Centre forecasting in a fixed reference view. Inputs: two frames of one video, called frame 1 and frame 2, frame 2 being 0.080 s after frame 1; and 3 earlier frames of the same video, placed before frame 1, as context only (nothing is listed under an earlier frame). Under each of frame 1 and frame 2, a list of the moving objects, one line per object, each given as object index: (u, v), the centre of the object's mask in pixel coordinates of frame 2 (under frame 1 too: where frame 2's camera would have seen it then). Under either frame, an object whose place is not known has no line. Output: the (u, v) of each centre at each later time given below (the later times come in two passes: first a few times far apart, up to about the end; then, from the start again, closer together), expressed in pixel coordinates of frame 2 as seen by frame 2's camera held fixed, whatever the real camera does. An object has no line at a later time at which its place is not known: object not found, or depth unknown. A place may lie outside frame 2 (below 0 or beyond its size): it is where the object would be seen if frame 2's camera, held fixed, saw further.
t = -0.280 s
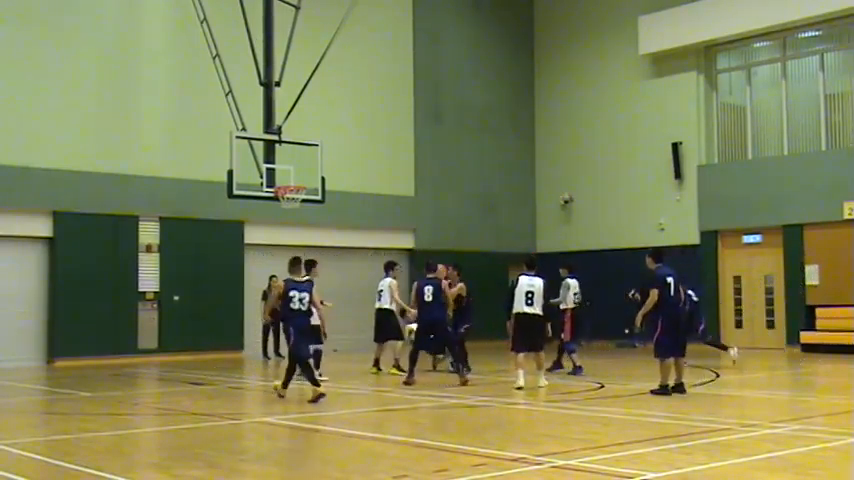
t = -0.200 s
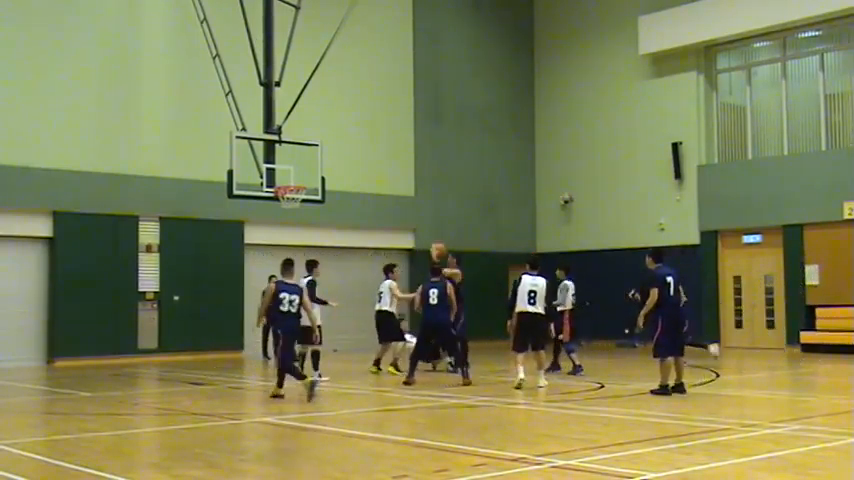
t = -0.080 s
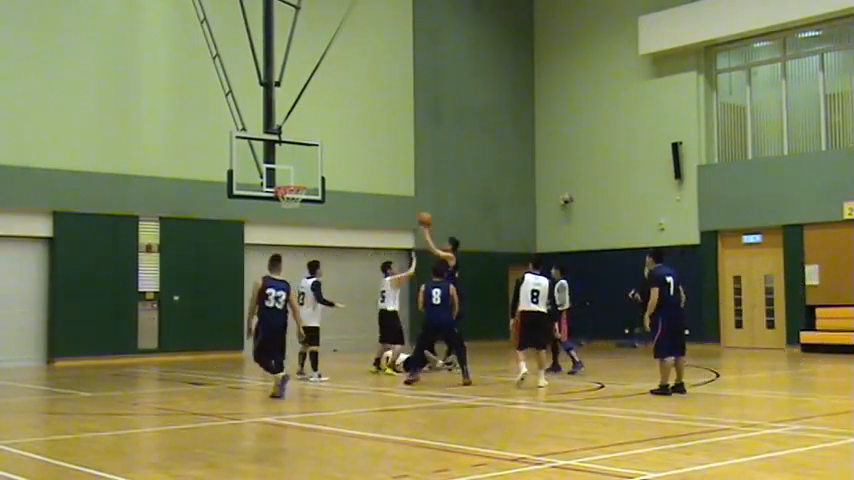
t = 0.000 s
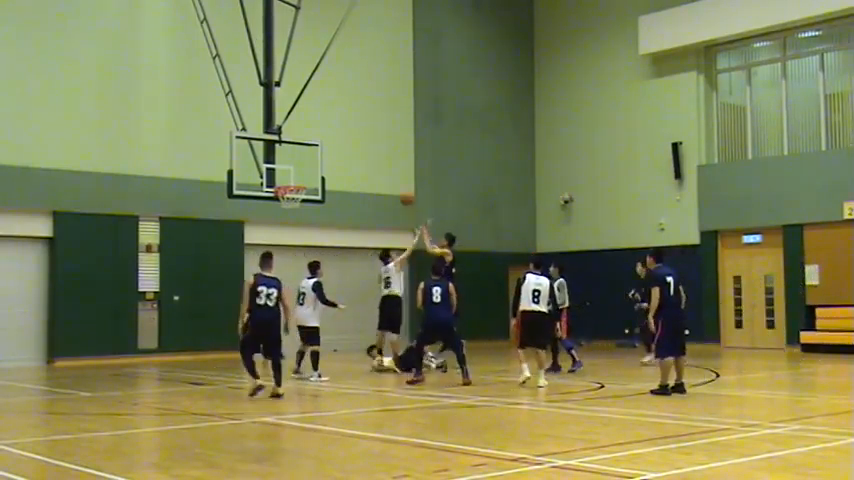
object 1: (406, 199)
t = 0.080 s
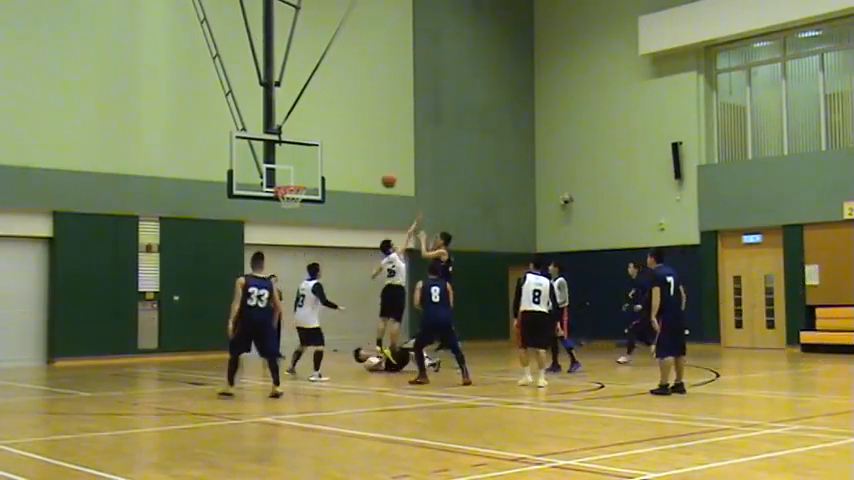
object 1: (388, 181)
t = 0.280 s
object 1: (345, 155)
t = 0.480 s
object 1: (304, 153)
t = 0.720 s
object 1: (276, 173)
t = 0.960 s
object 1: (276, 191)
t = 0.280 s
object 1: (345, 155)
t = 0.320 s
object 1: (337, 153)
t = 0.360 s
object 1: (328, 152)
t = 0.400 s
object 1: (320, 151)
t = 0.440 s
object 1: (312, 151)
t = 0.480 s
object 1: (304, 153)
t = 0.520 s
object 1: (296, 155)
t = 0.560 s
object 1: (288, 158)
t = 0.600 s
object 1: (280, 163)
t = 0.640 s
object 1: (274, 167)
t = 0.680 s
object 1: (274, 170)
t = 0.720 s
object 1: (276, 173)
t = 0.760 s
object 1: (278, 177)
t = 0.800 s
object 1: (278, 179)
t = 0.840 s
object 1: (278, 180)
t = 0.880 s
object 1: (278, 183)
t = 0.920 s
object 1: (278, 188)
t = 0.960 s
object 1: (276, 191)
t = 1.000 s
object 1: (275, 196)
